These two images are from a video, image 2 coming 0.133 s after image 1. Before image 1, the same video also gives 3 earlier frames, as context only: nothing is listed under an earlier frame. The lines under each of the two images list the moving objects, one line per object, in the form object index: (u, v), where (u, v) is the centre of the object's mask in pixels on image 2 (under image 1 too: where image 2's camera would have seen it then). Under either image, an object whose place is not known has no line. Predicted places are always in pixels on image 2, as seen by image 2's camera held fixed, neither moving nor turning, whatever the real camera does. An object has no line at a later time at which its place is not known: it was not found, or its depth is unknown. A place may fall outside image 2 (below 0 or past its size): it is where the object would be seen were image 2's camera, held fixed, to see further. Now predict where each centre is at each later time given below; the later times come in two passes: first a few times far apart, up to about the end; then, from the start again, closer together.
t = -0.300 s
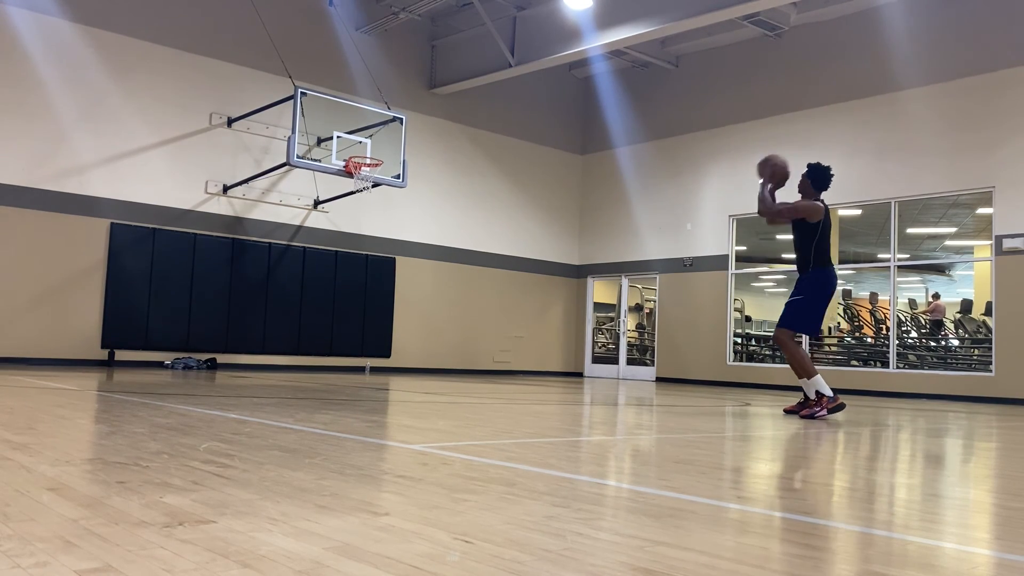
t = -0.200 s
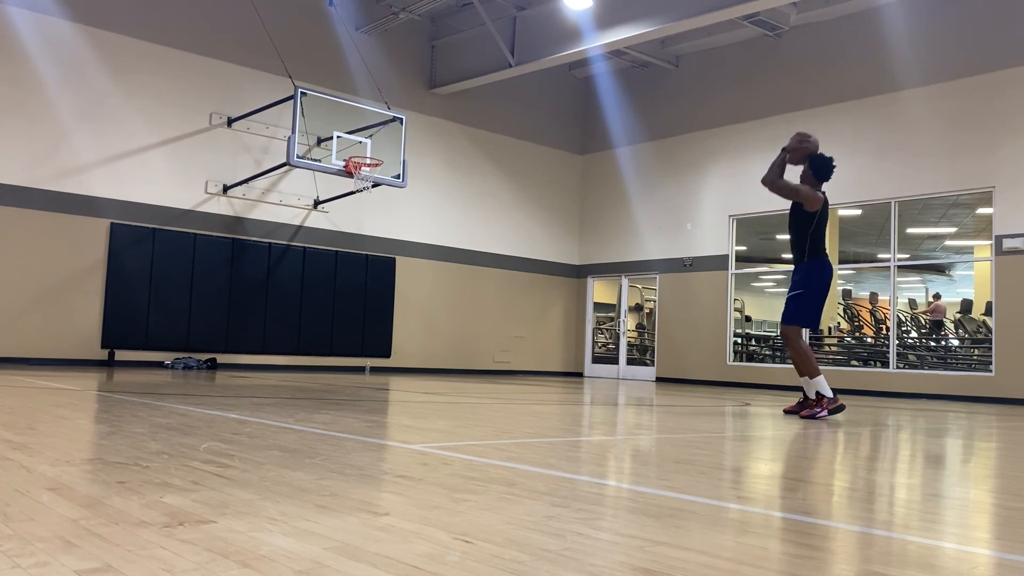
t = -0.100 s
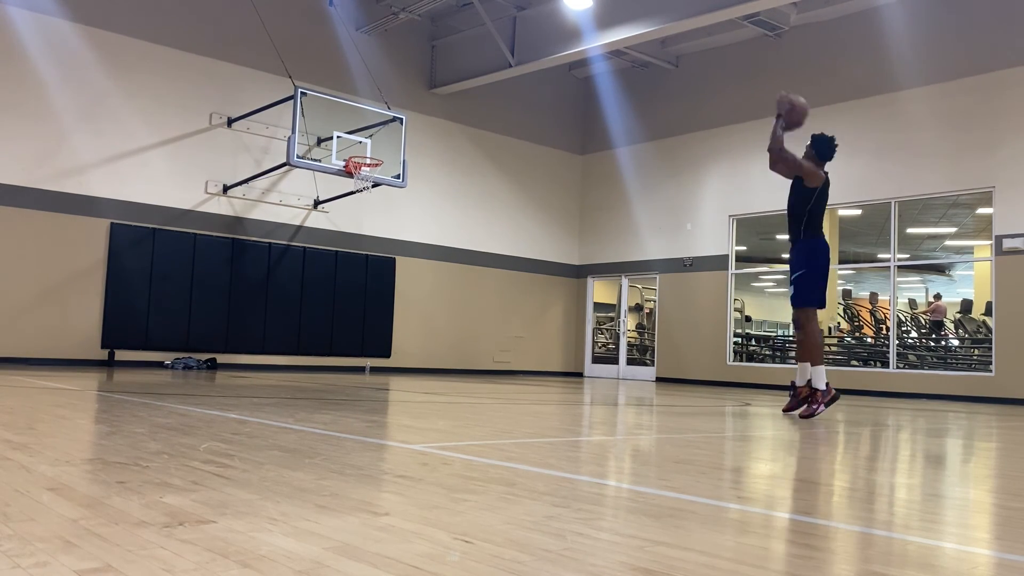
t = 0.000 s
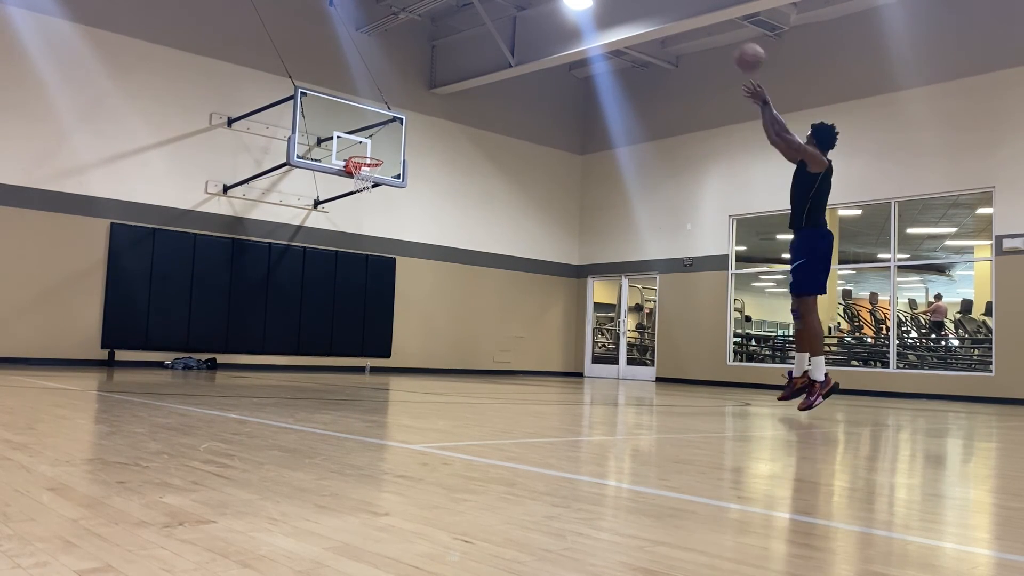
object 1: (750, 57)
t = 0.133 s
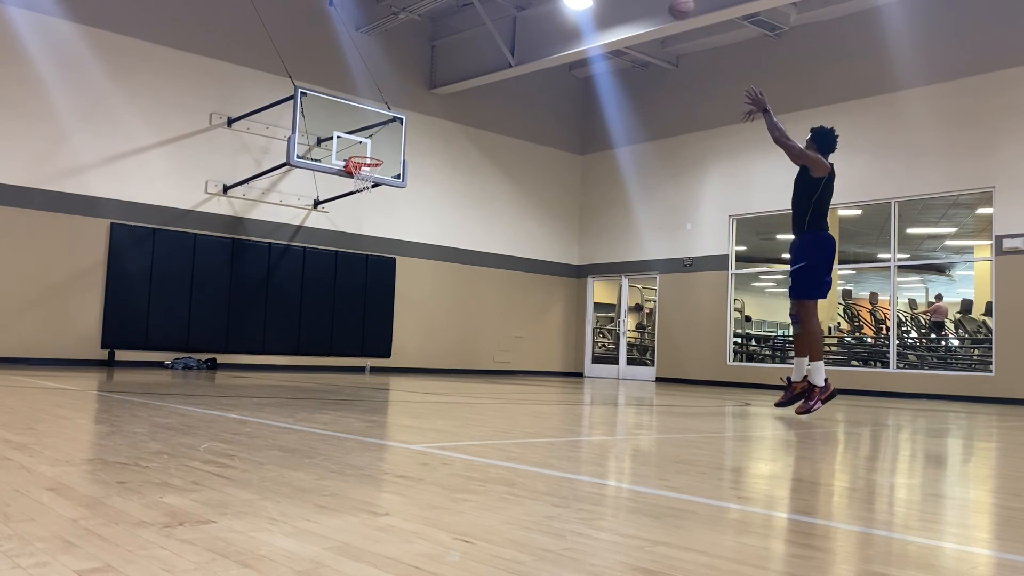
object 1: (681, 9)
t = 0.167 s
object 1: (664, 5)
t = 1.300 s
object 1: (367, 185)
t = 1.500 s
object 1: (390, 220)
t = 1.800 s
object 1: (419, 319)
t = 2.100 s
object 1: (450, 312)
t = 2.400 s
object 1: (481, 262)
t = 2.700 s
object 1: (511, 271)
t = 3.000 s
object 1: (537, 337)
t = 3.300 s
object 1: (564, 328)
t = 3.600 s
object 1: (591, 298)
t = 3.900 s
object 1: (615, 329)
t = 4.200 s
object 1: (639, 356)
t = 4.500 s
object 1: (666, 326)
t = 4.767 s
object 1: (688, 351)
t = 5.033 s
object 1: (709, 361)
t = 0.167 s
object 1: (664, 5)
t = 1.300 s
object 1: (367, 185)
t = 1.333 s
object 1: (371, 188)
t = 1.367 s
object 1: (375, 193)
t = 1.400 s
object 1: (379, 199)
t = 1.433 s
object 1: (383, 205)
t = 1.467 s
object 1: (386, 212)
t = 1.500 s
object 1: (390, 220)
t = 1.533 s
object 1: (393, 228)
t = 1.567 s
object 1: (397, 238)
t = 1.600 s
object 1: (400, 247)
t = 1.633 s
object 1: (404, 258)
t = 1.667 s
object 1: (407, 268)
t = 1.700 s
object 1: (410, 280)
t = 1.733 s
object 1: (413, 292)
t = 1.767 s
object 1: (416, 305)
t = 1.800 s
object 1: (419, 319)
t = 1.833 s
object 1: (422, 333)
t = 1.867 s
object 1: (425, 348)
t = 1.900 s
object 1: (428, 363)
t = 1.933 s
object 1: (431, 365)
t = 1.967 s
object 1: (435, 353)
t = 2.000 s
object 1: (438, 342)
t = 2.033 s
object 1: (442, 331)
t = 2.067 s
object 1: (446, 321)
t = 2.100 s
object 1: (450, 312)
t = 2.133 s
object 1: (453, 304)
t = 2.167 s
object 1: (457, 296)
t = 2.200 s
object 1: (461, 289)
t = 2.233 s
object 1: (464, 283)
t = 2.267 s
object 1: (468, 277)
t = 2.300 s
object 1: (471, 272)
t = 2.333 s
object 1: (475, 268)
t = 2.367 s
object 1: (478, 265)
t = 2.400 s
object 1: (481, 262)
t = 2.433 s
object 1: (484, 260)
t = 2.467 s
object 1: (488, 259)
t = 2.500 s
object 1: (491, 259)
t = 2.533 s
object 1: (495, 259)
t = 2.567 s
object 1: (498, 259)
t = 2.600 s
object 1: (501, 261)
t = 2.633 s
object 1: (504, 263)
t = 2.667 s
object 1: (507, 266)
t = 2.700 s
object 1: (511, 271)
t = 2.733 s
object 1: (514, 275)
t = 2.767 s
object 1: (517, 280)
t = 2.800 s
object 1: (520, 286)
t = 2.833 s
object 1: (522, 293)
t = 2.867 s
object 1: (525, 300)
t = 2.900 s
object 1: (529, 308)
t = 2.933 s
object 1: (531, 317)
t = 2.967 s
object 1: (534, 326)
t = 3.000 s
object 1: (537, 337)
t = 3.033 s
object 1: (540, 348)
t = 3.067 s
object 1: (543, 360)
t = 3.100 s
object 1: (546, 373)
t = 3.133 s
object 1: (548, 370)
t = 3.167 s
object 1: (552, 360)
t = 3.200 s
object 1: (555, 351)
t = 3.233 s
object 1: (558, 342)
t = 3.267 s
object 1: (561, 335)
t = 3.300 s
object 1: (564, 328)
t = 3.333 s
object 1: (567, 322)
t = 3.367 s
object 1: (570, 316)
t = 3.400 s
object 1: (573, 312)
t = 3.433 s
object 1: (576, 308)
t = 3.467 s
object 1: (579, 304)
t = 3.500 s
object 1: (582, 302)
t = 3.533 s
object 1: (585, 300)
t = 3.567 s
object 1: (588, 299)
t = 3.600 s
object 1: (591, 298)
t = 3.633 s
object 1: (593, 299)
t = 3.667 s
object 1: (596, 300)
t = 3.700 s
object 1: (599, 301)
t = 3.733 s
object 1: (602, 304)
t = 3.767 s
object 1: (604, 308)
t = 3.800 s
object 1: (607, 312)
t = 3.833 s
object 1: (610, 317)
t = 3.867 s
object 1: (612, 322)
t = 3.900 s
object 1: (615, 329)
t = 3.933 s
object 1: (617, 337)
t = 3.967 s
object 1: (620, 344)
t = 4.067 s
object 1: (628, 373)
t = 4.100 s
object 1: (630, 379)
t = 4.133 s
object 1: (633, 370)
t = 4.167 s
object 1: (636, 362)
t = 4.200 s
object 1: (639, 356)
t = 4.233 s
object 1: (642, 349)
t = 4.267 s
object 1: (645, 344)
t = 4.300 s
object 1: (648, 339)
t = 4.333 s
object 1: (651, 335)
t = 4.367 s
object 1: (654, 331)
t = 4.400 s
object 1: (657, 328)
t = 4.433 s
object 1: (659, 327)
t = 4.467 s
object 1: (662, 326)
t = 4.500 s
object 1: (666, 326)
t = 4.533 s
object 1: (668, 326)
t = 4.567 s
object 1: (671, 327)
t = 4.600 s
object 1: (674, 329)
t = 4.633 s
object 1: (677, 332)
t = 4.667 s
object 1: (679, 335)
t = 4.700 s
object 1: (682, 340)
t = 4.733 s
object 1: (685, 345)
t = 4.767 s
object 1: (688, 351)
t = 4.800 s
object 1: (690, 357)
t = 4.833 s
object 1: (693, 365)
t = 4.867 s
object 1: (695, 373)
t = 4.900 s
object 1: (698, 382)
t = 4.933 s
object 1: (701, 379)
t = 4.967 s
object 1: (704, 372)
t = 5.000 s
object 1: (707, 366)
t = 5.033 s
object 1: (709, 361)
